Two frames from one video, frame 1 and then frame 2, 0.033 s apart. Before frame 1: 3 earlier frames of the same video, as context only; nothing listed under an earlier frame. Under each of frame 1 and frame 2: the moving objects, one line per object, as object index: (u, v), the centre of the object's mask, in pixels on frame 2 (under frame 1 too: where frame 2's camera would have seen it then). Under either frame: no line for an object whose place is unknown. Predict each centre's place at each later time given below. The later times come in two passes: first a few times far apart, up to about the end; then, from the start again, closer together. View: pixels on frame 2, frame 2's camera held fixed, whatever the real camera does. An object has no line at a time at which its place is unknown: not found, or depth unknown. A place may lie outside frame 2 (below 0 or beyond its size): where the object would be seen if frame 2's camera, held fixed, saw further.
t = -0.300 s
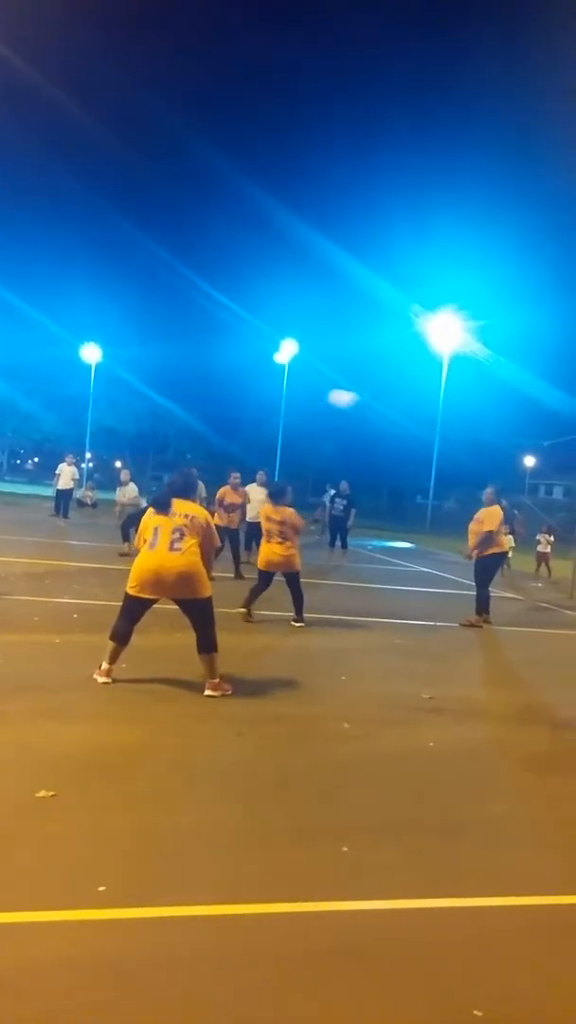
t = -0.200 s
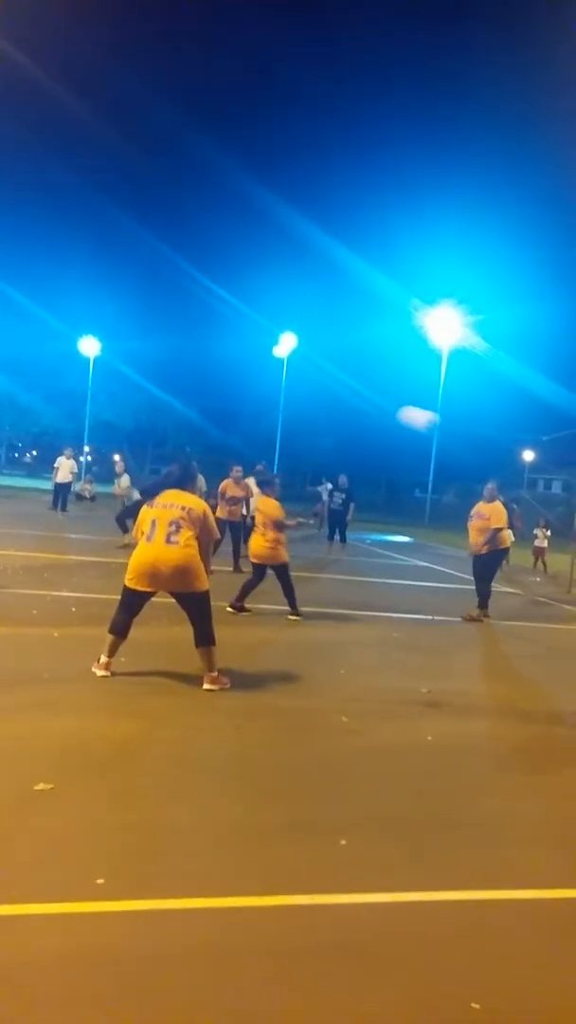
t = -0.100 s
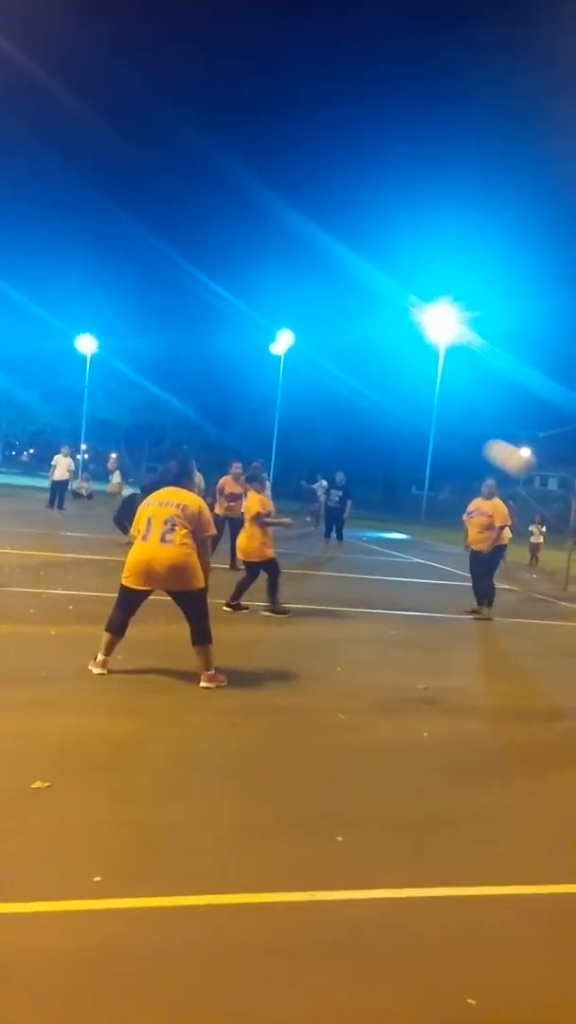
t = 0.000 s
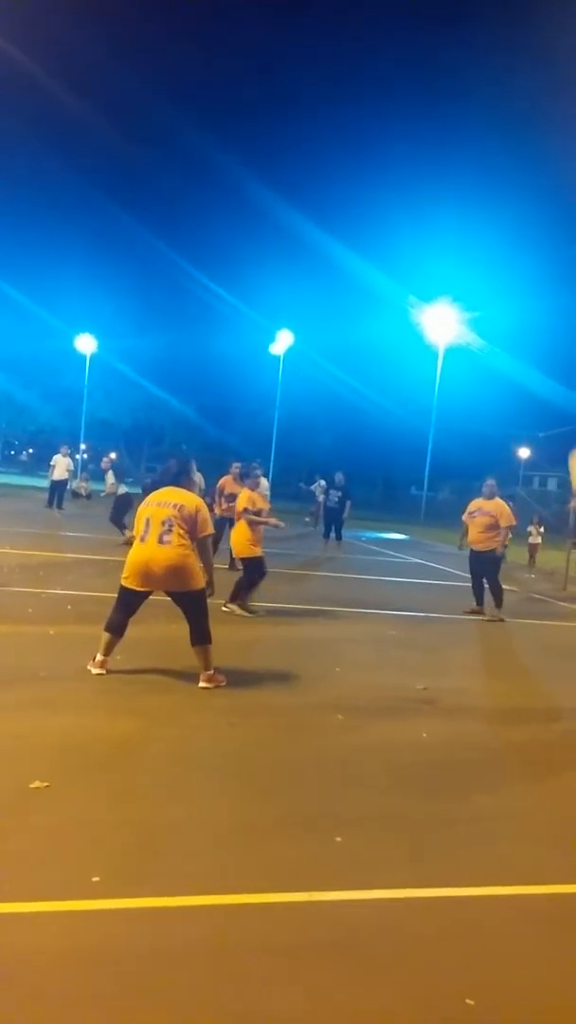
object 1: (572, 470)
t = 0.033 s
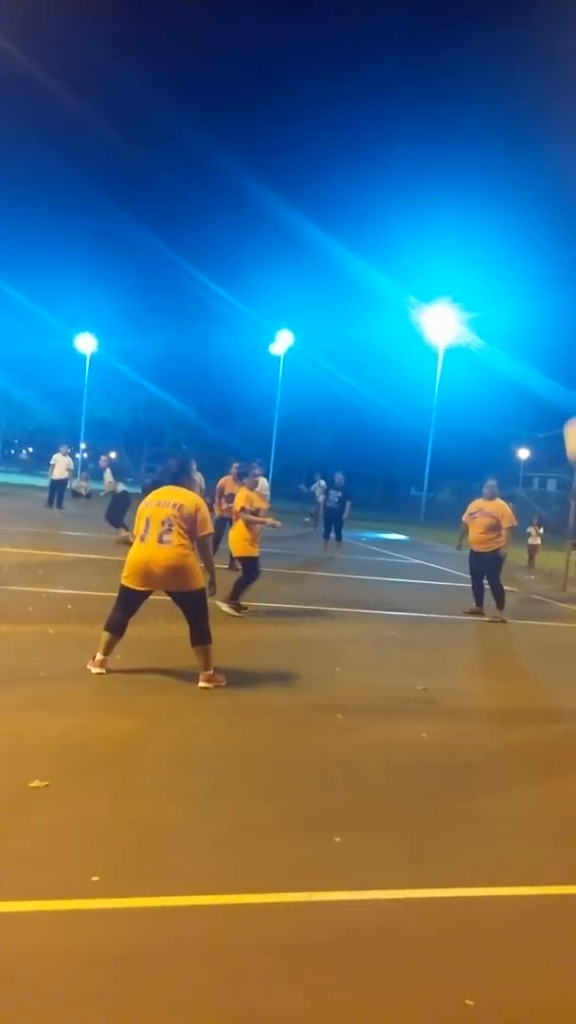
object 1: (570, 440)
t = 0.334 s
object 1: (535, 257)
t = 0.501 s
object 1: (508, 225)
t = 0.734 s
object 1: (471, 233)
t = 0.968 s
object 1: (434, 293)
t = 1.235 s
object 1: (396, 405)
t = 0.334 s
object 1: (535, 257)
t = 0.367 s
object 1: (530, 247)
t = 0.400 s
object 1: (525, 240)
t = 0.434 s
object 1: (520, 233)
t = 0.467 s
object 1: (514, 229)
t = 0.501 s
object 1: (508, 225)
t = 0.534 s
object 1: (503, 223)
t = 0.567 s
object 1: (498, 221)
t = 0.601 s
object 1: (493, 221)
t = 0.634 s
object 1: (487, 221)
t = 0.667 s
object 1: (482, 224)
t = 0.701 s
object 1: (477, 228)
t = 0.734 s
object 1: (471, 233)
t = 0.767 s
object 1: (466, 239)
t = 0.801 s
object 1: (461, 246)
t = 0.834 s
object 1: (455, 253)
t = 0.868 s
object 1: (450, 262)
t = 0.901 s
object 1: (445, 271)
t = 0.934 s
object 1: (440, 283)
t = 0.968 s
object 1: (434, 293)
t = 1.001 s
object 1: (430, 299)
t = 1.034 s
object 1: (421, 315)
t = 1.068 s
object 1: (418, 326)
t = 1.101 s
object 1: (415, 343)
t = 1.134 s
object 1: (411, 357)
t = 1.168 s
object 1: (406, 373)
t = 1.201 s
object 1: (401, 389)
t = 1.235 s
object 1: (396, 405)
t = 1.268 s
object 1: (392, 421)
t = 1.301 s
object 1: (388, 439)
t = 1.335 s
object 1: (383, 455)
